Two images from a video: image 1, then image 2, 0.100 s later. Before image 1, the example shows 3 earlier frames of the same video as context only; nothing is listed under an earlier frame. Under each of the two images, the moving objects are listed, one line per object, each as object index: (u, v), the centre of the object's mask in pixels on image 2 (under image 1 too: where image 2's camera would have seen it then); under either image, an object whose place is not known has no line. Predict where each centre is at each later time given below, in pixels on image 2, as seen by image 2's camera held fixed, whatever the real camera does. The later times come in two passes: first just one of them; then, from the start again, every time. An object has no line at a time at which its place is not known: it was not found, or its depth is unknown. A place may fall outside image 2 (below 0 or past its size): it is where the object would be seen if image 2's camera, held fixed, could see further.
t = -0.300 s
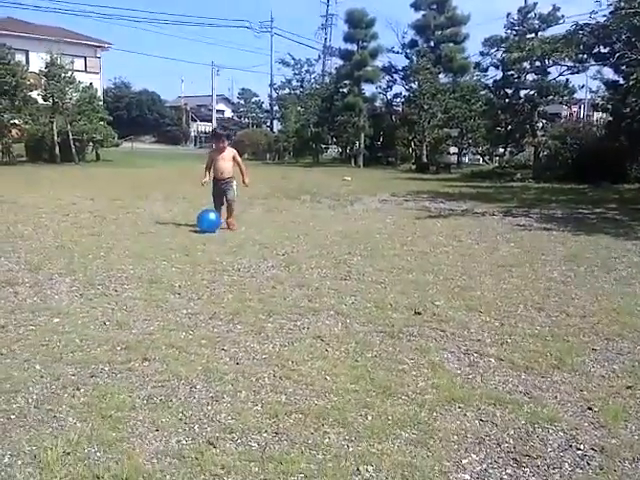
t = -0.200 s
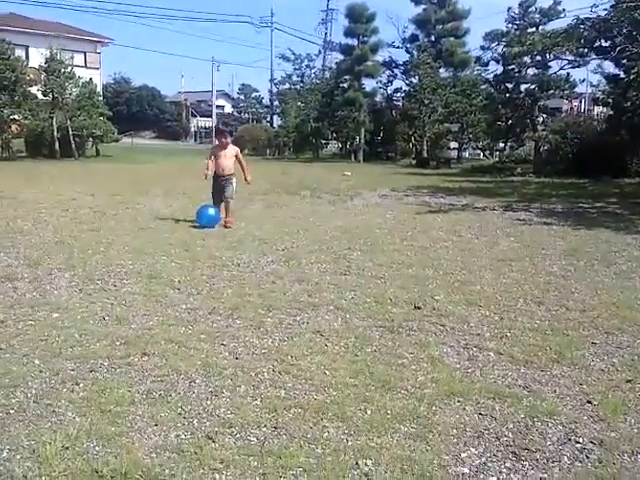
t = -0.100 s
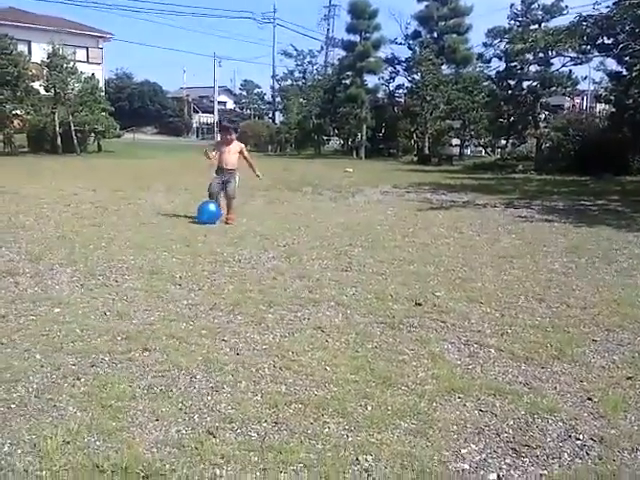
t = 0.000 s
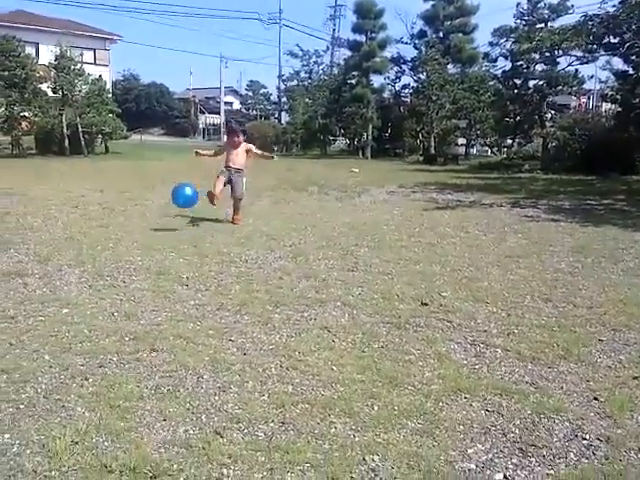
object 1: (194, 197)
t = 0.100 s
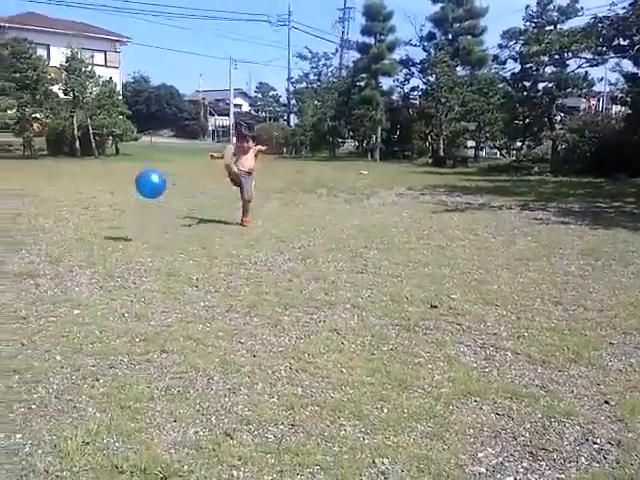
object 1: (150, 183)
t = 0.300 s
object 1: (21, 198)
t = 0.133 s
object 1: (133, 181)
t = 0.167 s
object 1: (115, 181)
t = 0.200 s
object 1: (94, 181)
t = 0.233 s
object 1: (72, 185)
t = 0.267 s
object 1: (48, 190)
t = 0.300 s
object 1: (21, 198)
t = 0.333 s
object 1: (-7, 208)
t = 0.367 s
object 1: (-34, 223)
